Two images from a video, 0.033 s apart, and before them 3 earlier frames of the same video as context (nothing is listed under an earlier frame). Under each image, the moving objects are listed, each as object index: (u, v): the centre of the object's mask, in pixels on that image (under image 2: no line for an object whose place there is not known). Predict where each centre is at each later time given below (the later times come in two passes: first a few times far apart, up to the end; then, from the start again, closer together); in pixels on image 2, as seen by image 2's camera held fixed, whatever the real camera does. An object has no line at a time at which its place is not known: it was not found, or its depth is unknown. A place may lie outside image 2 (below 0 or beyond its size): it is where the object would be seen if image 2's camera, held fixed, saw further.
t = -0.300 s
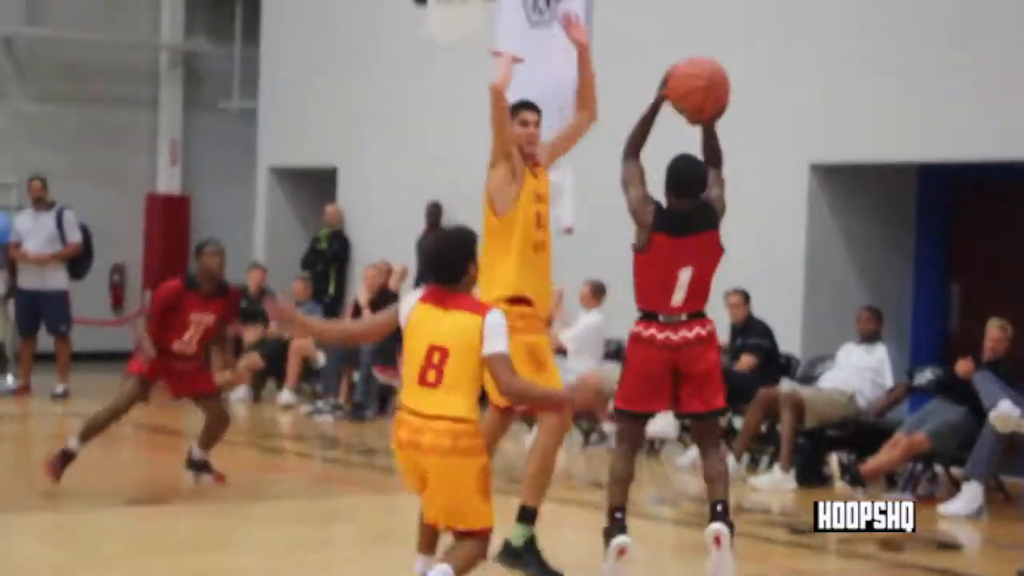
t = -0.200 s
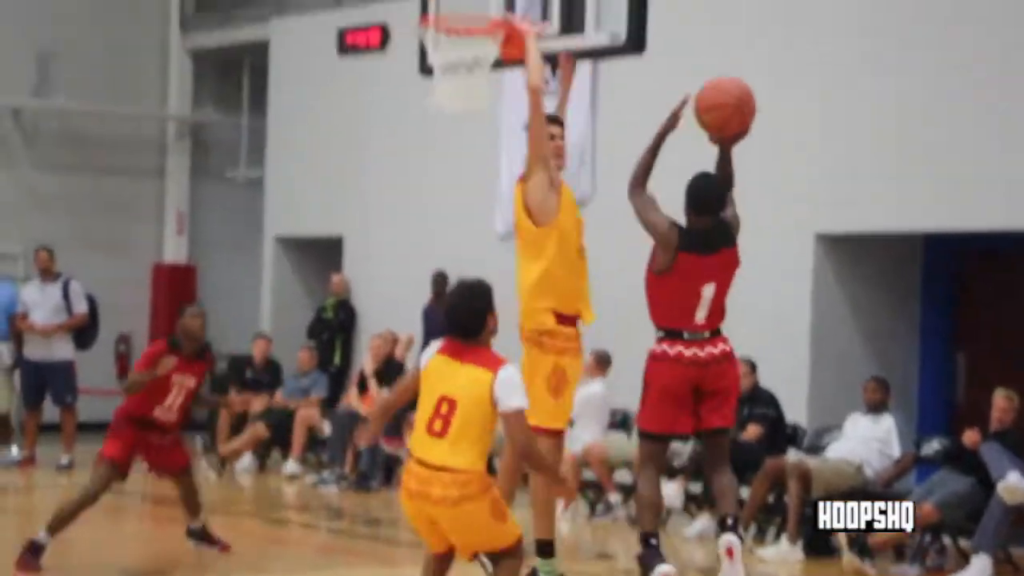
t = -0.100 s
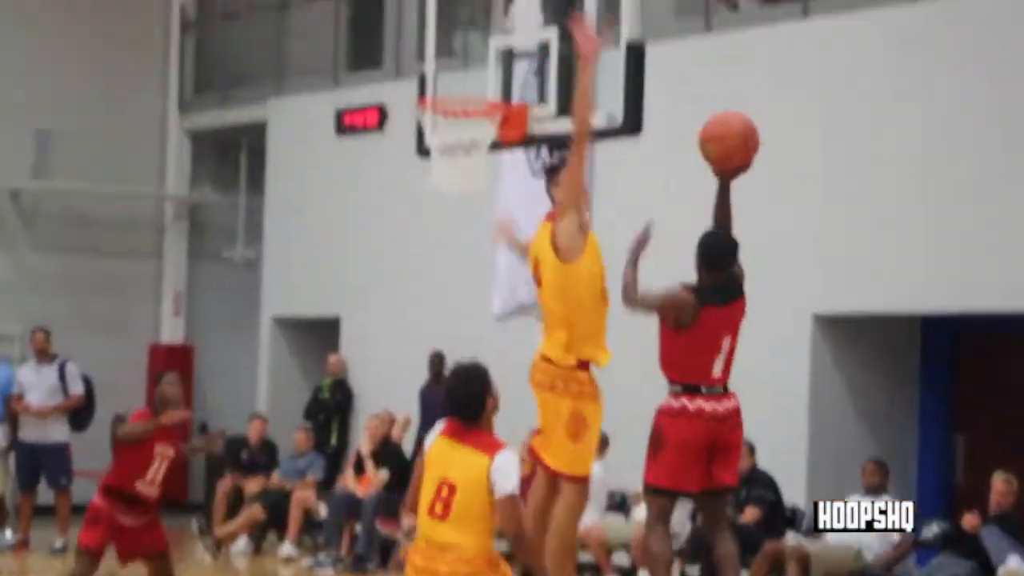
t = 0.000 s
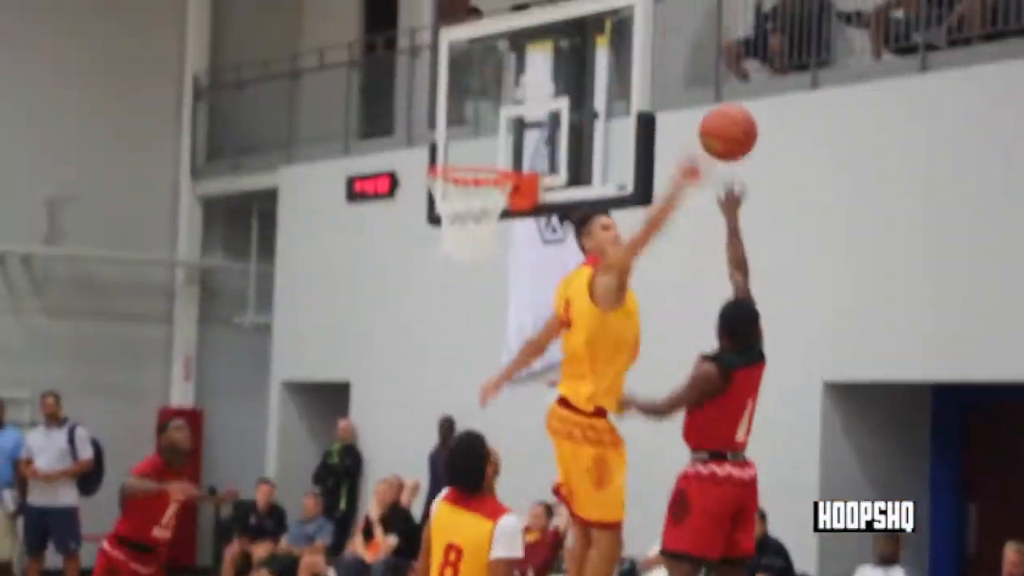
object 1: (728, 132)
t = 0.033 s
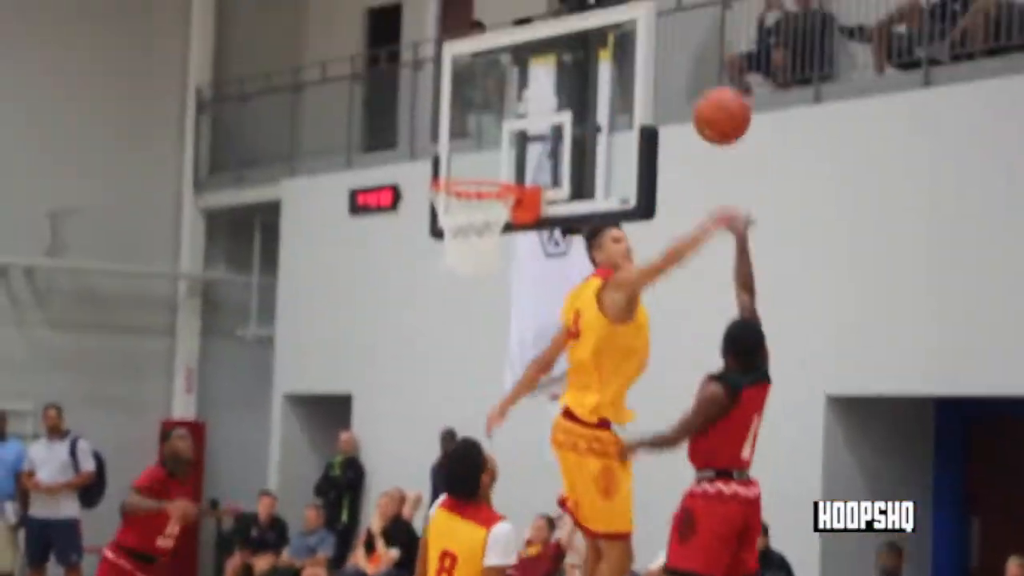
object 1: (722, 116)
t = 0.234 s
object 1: (669, 3)
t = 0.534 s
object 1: (599, 3)
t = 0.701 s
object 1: (561, 68)
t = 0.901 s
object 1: (475, 164)
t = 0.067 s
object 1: (713, 90)
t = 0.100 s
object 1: (706, 67)
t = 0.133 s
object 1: (695, 48)
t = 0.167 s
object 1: (687, 30)
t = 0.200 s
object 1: (679, 16)
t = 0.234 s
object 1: (669, 3)
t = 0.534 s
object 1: (599, 3)
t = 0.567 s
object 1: (592, 16)
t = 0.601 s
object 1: (585, 28)
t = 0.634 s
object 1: (578, 42)
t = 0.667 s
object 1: (572, 57)
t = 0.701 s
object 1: (561, 68)
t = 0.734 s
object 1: (546, 80)
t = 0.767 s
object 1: (532, 94)
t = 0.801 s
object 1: (516, 109)
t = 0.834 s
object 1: (504, 126)
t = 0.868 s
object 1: (489, 146)
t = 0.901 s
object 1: (475, 164)
